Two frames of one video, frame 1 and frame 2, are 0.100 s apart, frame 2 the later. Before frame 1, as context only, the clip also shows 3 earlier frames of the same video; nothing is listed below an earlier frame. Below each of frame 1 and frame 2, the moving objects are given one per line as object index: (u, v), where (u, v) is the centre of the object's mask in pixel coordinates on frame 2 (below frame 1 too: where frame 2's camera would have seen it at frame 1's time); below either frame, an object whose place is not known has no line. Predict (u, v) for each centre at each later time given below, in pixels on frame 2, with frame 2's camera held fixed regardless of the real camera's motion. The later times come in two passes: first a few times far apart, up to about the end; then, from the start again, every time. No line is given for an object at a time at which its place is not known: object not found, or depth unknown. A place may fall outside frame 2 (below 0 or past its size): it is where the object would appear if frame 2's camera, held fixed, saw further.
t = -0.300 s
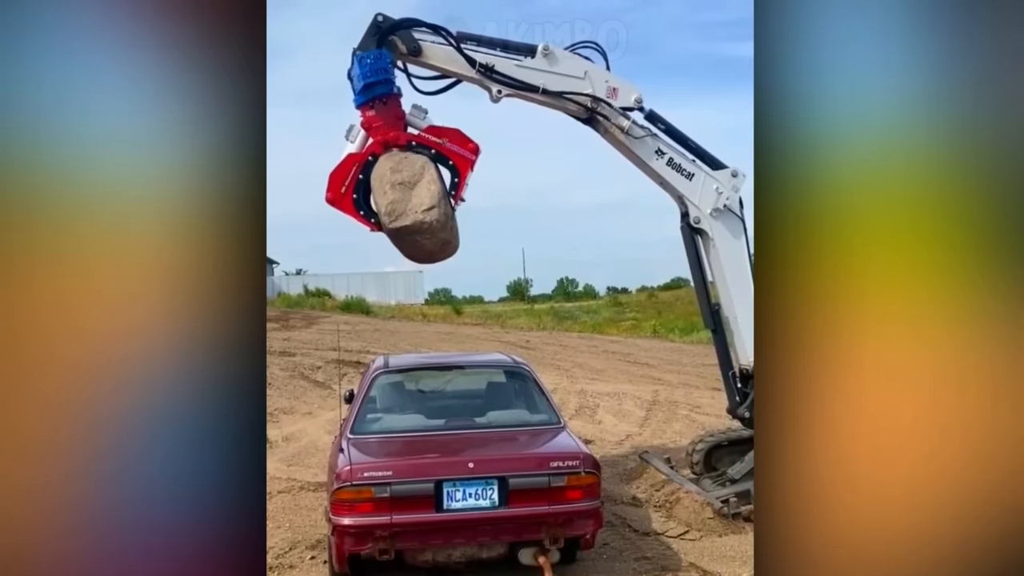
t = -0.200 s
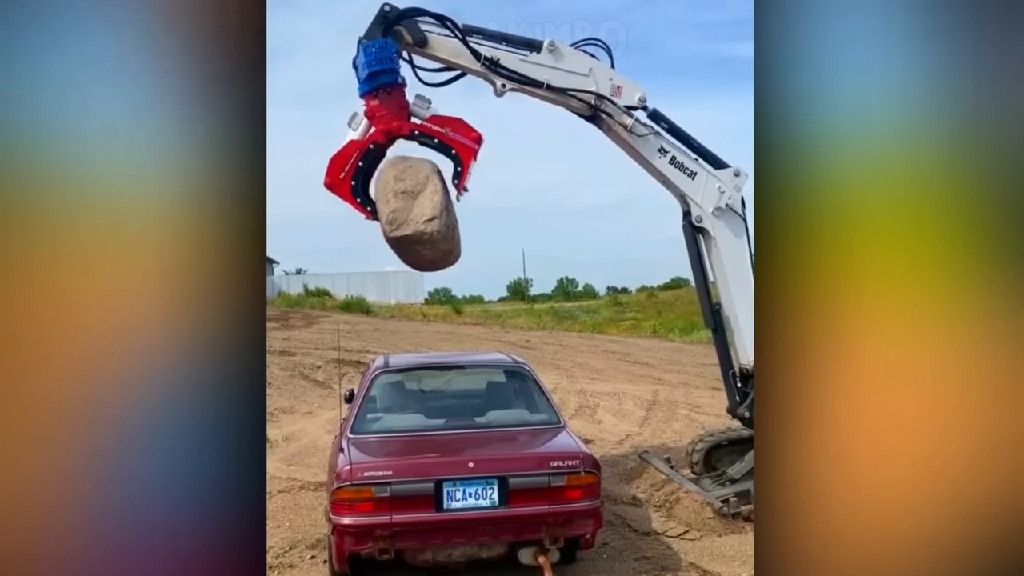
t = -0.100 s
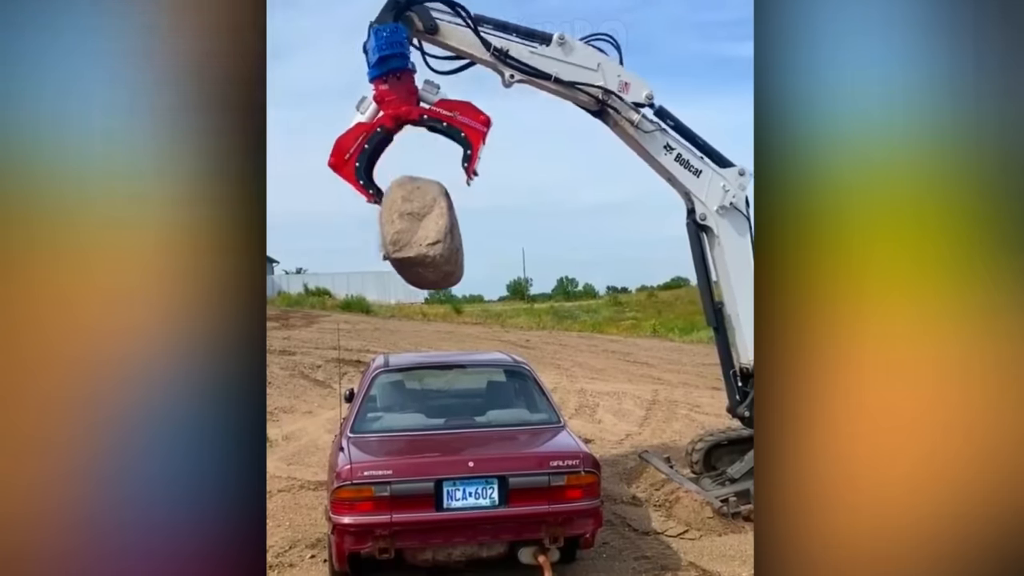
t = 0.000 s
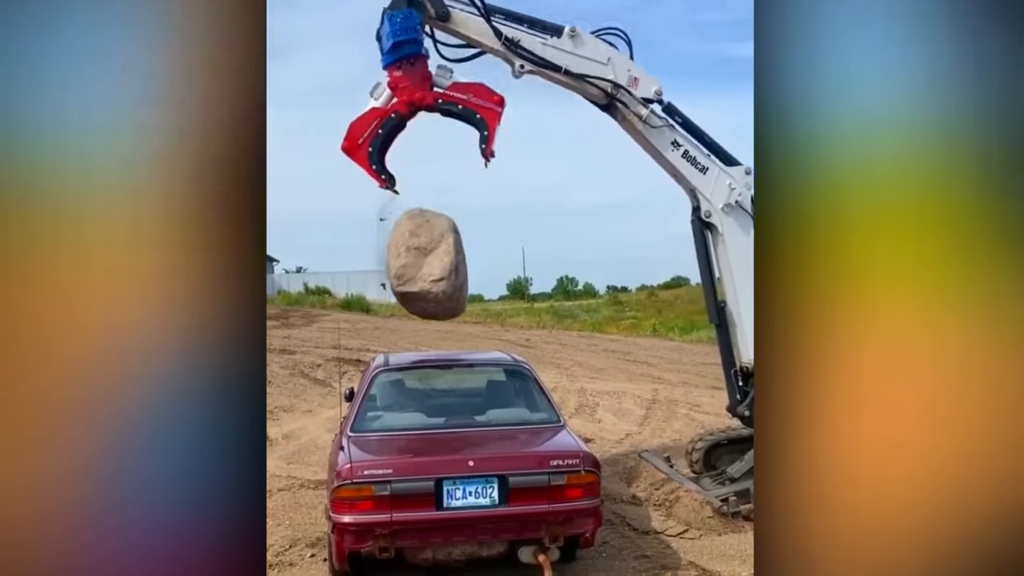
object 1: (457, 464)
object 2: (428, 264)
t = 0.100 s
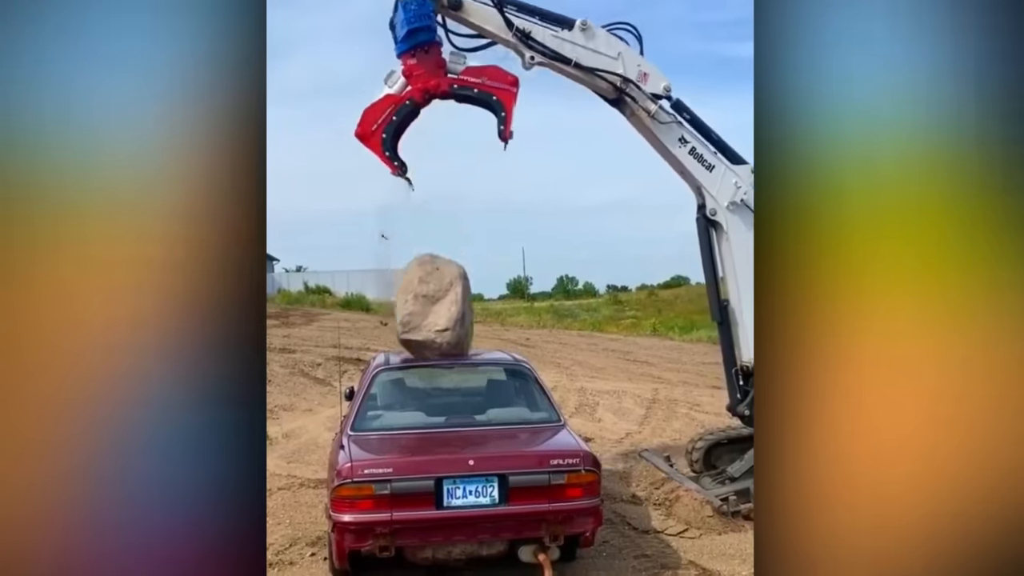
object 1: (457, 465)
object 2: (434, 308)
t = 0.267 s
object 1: (458, 484)
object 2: (446, 360)
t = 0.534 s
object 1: (460, 487)
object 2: (459, 410)
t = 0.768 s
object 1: (461, 486)
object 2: (460, 401)
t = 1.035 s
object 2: (459, 411)
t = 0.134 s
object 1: (458, 468)
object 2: (436, 321)
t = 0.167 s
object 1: (458, 474)
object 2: (438, 333)
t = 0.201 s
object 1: (457, 478)
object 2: (439, 338)
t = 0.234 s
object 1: (459, 483)
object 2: (442, 350)
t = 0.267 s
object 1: (458, 484)
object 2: (446, 360)
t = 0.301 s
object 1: (458, 482)
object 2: (448, 368)
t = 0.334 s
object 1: (458, 483)
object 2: (450, 377)
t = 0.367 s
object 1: (458, 486)
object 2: (448, 387)
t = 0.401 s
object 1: (458, 493)
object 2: (447, 395)
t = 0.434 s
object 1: (458, 488)
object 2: (449, 407)
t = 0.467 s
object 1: (459, 489)
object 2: (448, 409)
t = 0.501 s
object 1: (460, 488)
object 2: (459, 413)
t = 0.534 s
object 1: (460, 487)
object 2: (459, 410)
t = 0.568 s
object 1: (461, 485)
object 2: (460, 407)
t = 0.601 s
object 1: (461, 489)
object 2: (461, 403)
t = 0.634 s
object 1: (461, 487)
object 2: (460, 401)
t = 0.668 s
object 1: (461, 485)
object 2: (461, 400)
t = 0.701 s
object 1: (461, 477)
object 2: (461, 399)
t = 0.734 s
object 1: (462, 485)
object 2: (460, 400)
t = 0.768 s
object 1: (461, 486)
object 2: (460, 401)
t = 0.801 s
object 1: (460, 488)
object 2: (460, 402)
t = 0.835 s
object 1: (460, 490)
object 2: (460, 404)
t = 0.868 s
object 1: (459, 492)
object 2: (460, 406)
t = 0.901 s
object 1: (459, 486)
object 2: (460, 408)
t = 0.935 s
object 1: (458, 496)
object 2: (460, 409)
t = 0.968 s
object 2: (459, 411)
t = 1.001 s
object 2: (459, 411)
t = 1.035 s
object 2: (459, 411)
